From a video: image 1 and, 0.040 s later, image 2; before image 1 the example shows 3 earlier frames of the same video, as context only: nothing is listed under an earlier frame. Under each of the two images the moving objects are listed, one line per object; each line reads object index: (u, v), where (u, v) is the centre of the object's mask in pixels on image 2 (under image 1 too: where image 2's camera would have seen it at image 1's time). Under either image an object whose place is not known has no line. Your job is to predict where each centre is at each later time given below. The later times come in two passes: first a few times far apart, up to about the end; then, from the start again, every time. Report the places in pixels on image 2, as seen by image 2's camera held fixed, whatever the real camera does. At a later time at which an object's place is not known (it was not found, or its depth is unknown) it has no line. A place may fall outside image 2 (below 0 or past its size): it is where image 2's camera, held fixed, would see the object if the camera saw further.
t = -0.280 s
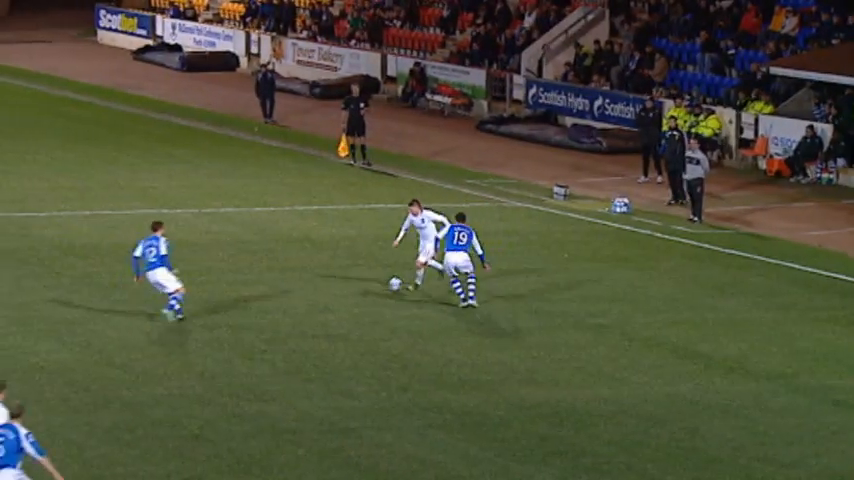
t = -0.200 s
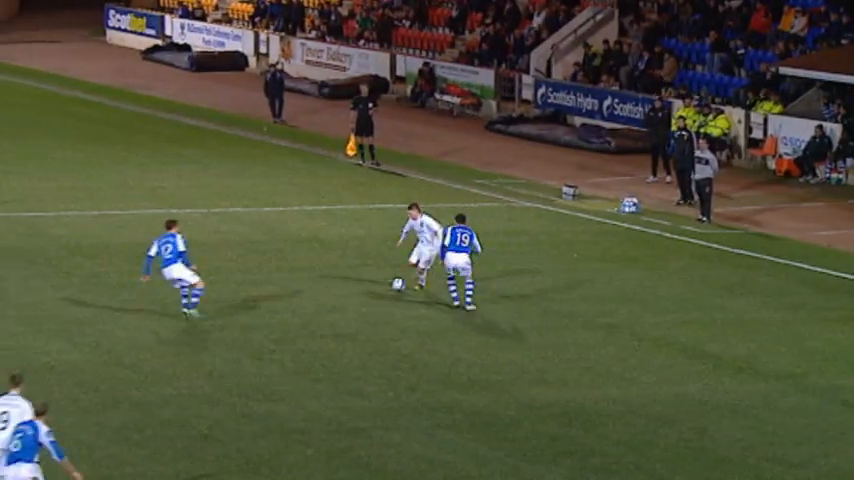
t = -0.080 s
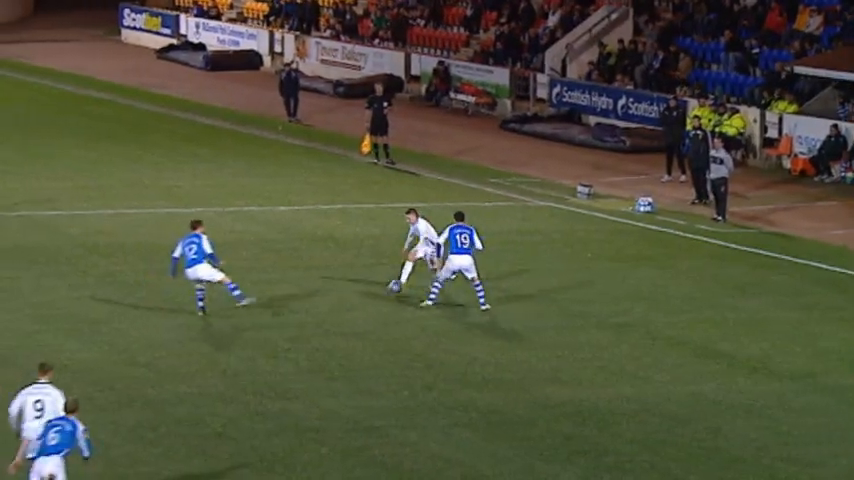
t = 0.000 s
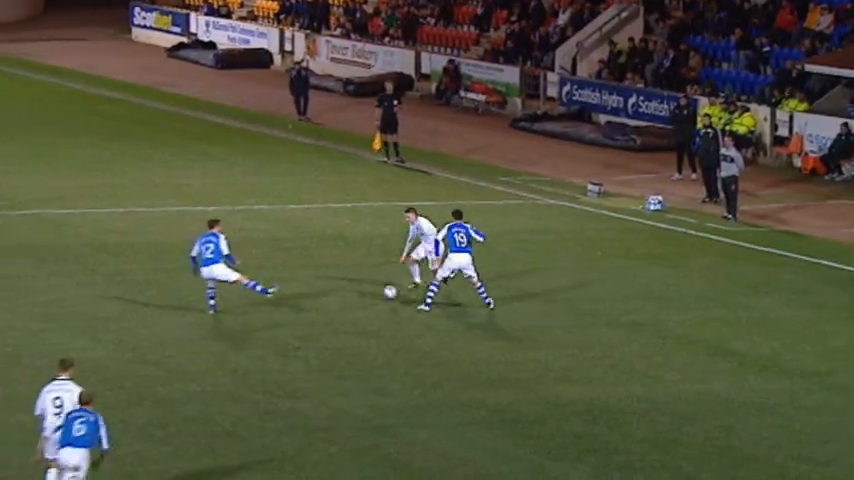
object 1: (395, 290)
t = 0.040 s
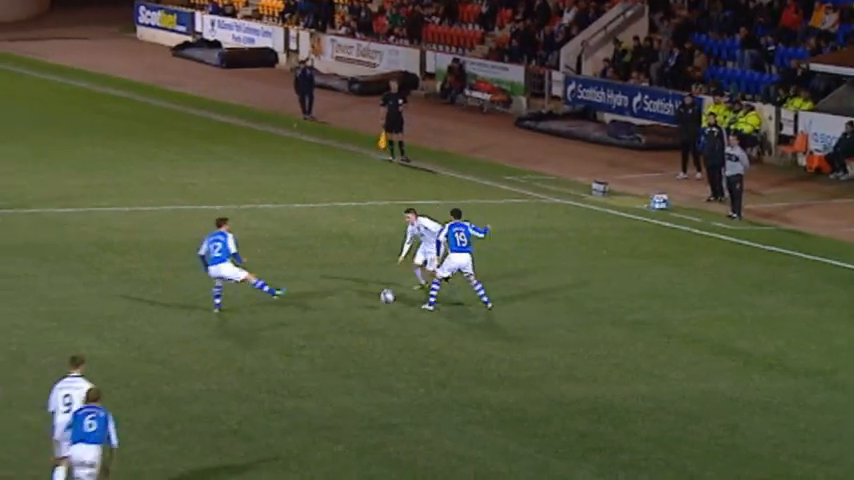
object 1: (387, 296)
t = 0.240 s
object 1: (354, 321)
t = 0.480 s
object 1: (320, 353)
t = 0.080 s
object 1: (378, 301)
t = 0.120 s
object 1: (372, 309)
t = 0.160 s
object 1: (365, 316)
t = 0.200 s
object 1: (358, 318)
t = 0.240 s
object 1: (354, 321)
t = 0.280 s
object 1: (347, 325)
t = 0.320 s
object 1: (340, 329)
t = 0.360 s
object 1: (337, 335)
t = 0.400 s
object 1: (329, 342)
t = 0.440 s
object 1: (324, 350)
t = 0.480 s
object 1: (320, 353)
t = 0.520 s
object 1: (314, 356)
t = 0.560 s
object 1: (309, 360)
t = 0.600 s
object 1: (302, 367)
